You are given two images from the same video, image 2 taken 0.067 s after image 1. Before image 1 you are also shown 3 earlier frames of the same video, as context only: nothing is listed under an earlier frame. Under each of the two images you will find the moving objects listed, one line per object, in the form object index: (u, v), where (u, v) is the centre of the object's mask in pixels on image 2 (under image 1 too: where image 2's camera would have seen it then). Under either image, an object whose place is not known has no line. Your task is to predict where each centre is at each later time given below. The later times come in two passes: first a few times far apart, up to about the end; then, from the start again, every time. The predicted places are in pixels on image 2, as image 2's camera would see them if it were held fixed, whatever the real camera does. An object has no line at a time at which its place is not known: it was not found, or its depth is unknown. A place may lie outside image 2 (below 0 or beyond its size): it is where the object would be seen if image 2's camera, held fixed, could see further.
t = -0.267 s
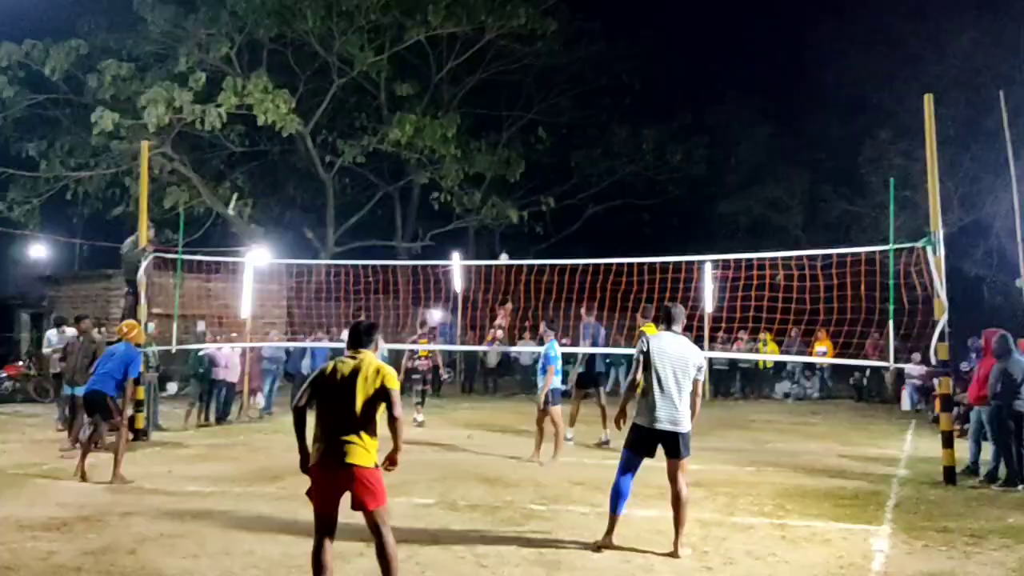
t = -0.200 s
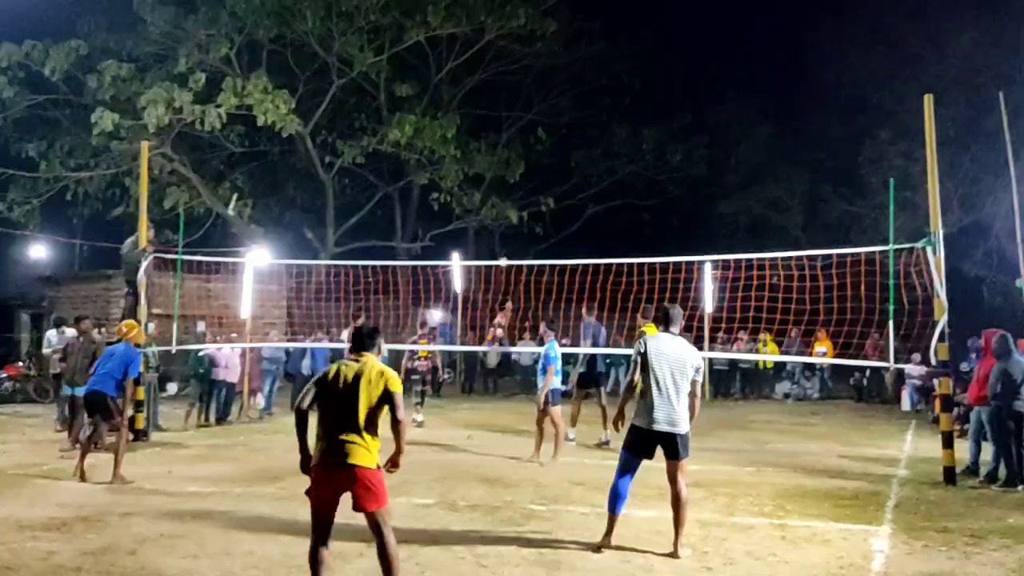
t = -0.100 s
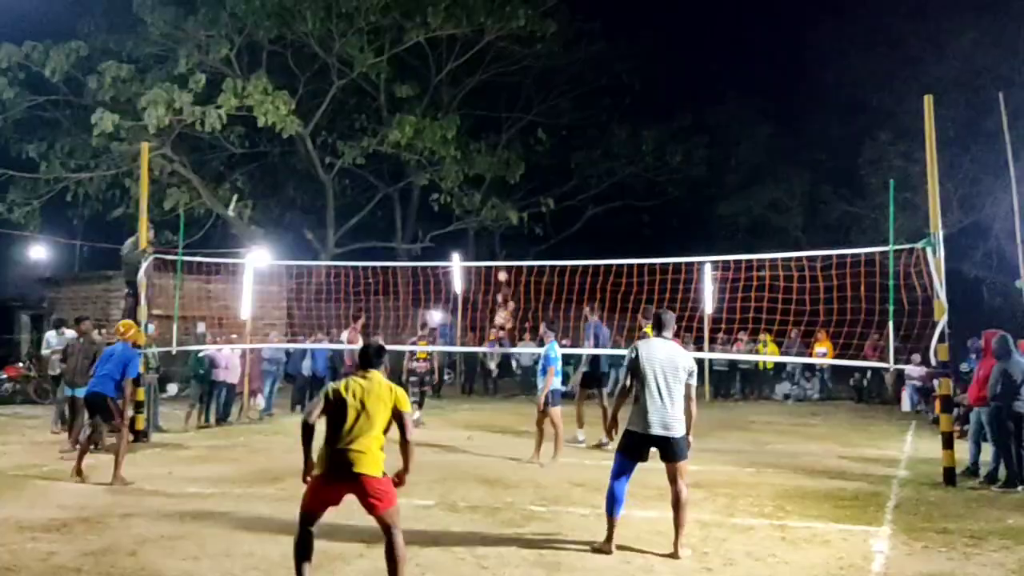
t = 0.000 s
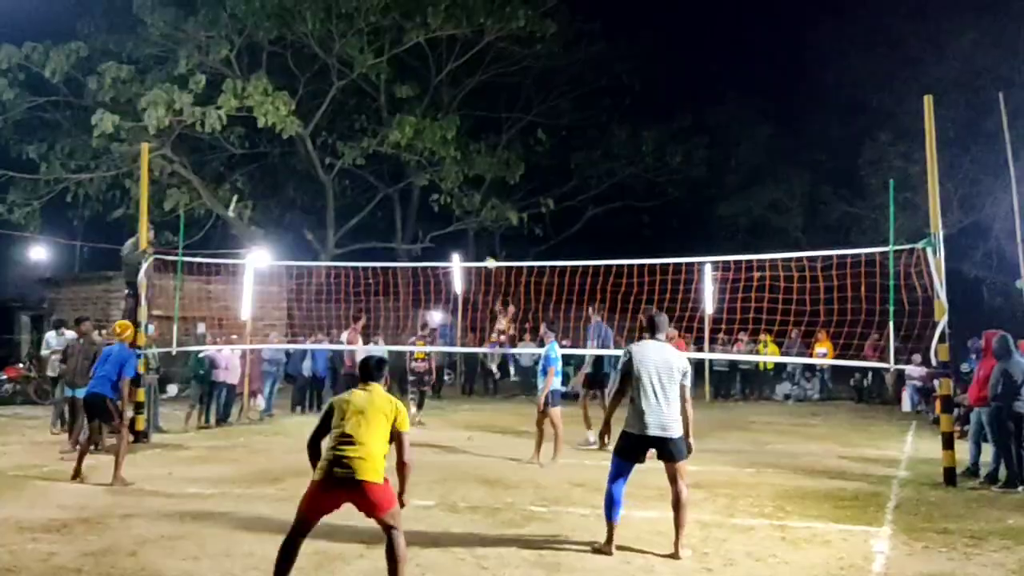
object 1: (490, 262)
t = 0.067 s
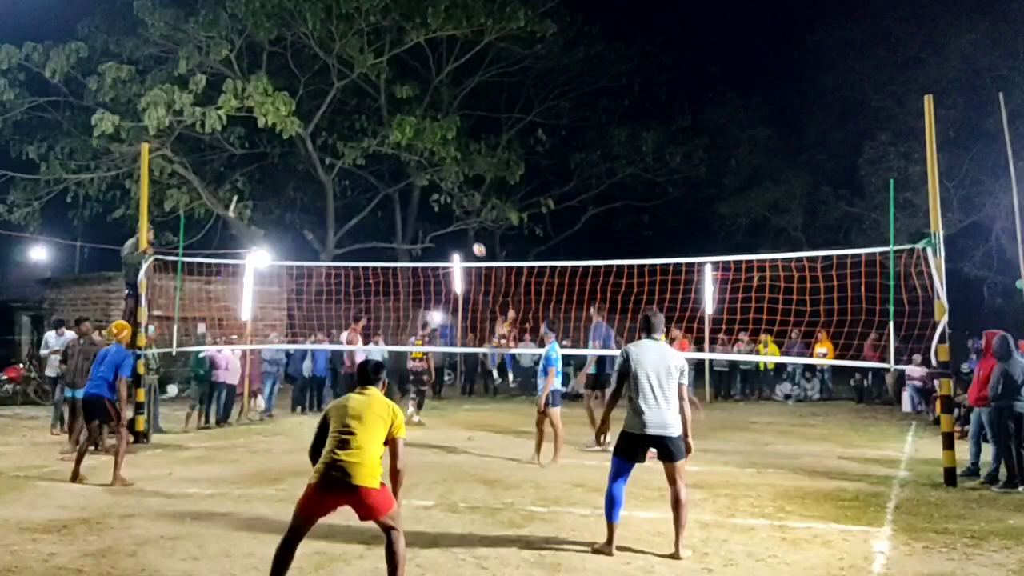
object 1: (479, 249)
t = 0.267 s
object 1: (440, 229)
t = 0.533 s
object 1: (364, 280)
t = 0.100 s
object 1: (473, 244)
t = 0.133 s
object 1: (467, 239)
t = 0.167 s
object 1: (460, 235)
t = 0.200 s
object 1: (454, 232)
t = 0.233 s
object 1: (447, 230)
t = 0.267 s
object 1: (440, 229)
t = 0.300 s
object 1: (432, 229)
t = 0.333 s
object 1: (424, 230)
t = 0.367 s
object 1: (415, 233)
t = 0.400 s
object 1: (406, 238)
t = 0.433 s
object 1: (397, 245)
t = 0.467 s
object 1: (387, 253)
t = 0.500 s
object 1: (376, 267)
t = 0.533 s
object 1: (364, 280)
